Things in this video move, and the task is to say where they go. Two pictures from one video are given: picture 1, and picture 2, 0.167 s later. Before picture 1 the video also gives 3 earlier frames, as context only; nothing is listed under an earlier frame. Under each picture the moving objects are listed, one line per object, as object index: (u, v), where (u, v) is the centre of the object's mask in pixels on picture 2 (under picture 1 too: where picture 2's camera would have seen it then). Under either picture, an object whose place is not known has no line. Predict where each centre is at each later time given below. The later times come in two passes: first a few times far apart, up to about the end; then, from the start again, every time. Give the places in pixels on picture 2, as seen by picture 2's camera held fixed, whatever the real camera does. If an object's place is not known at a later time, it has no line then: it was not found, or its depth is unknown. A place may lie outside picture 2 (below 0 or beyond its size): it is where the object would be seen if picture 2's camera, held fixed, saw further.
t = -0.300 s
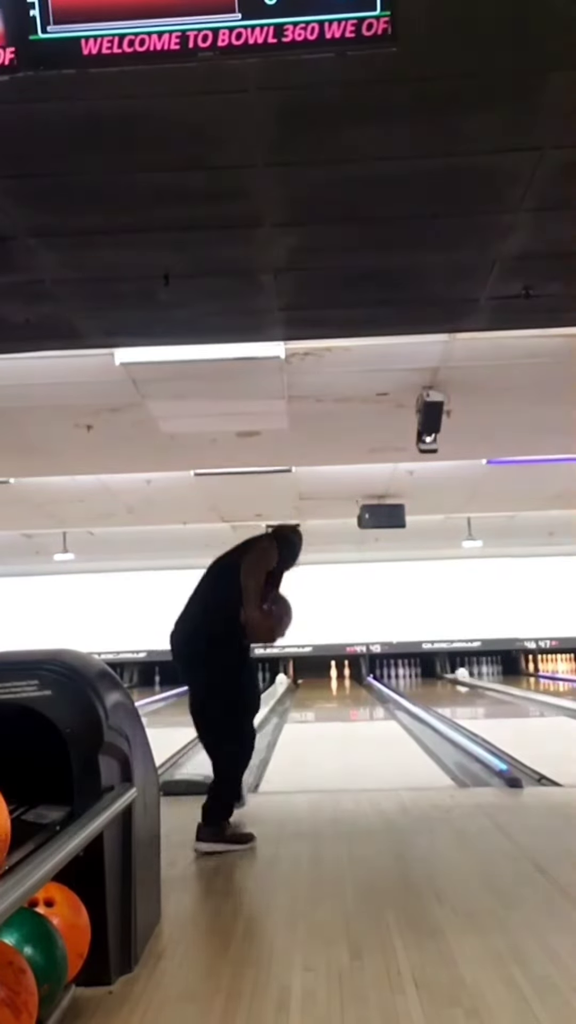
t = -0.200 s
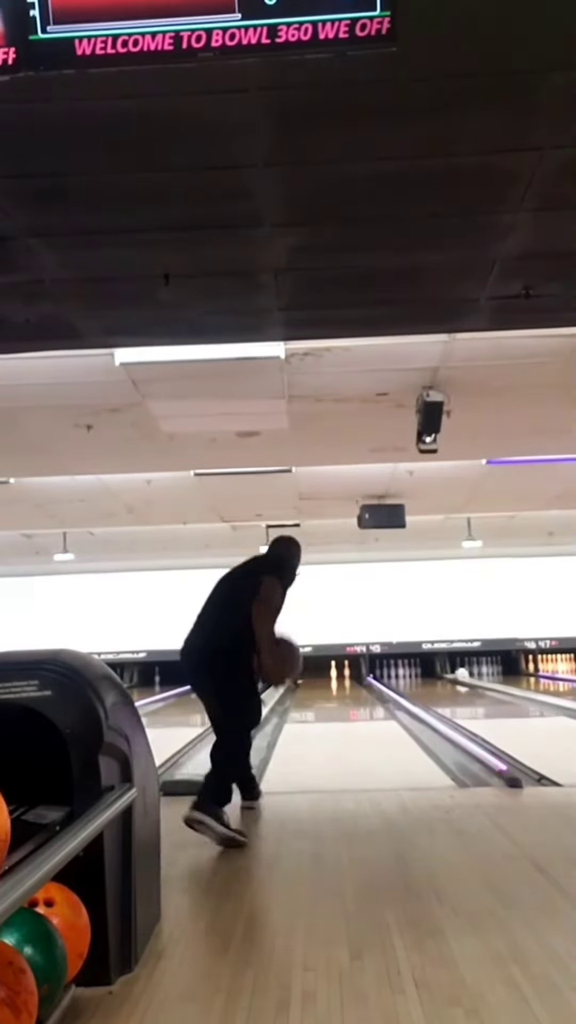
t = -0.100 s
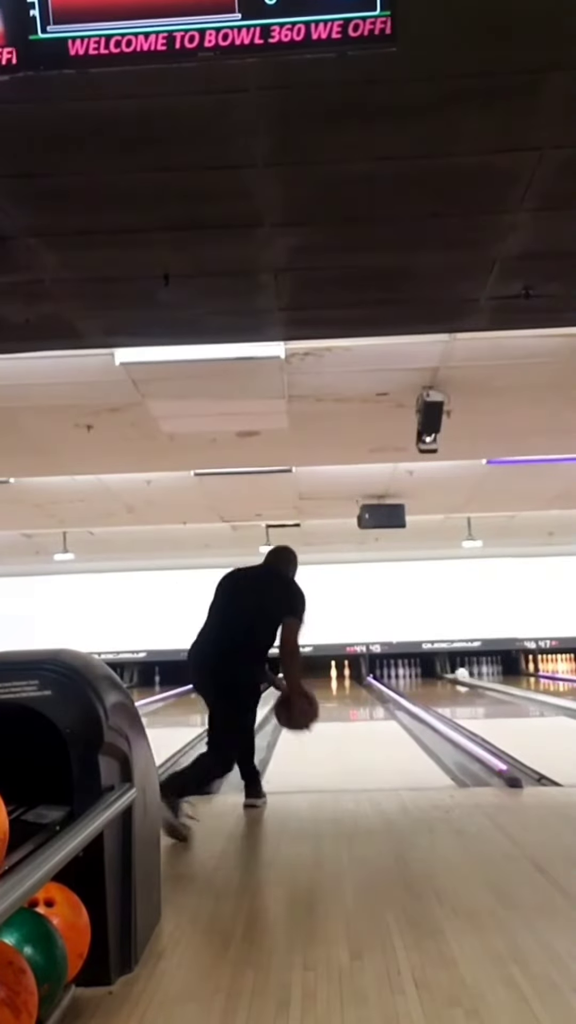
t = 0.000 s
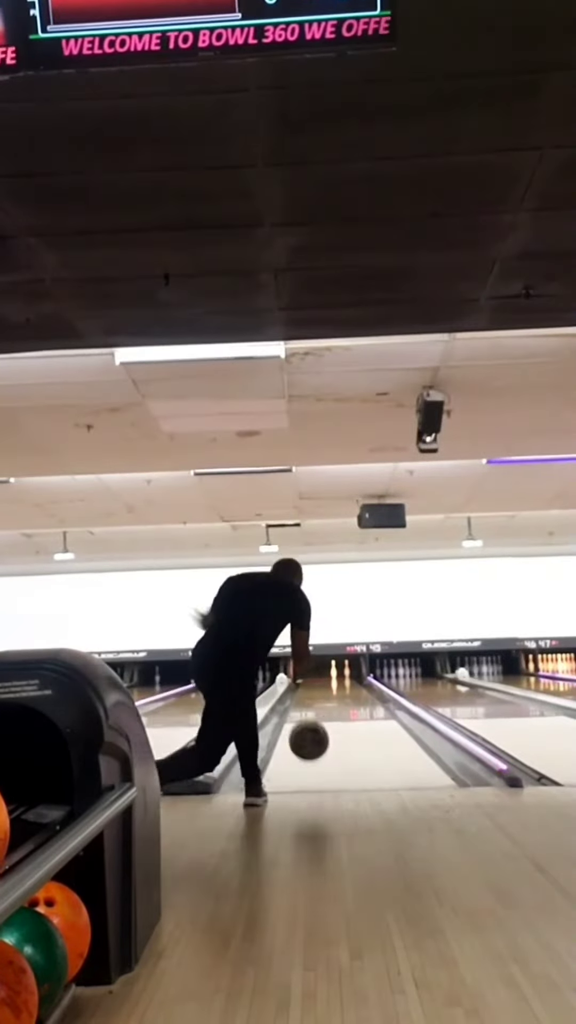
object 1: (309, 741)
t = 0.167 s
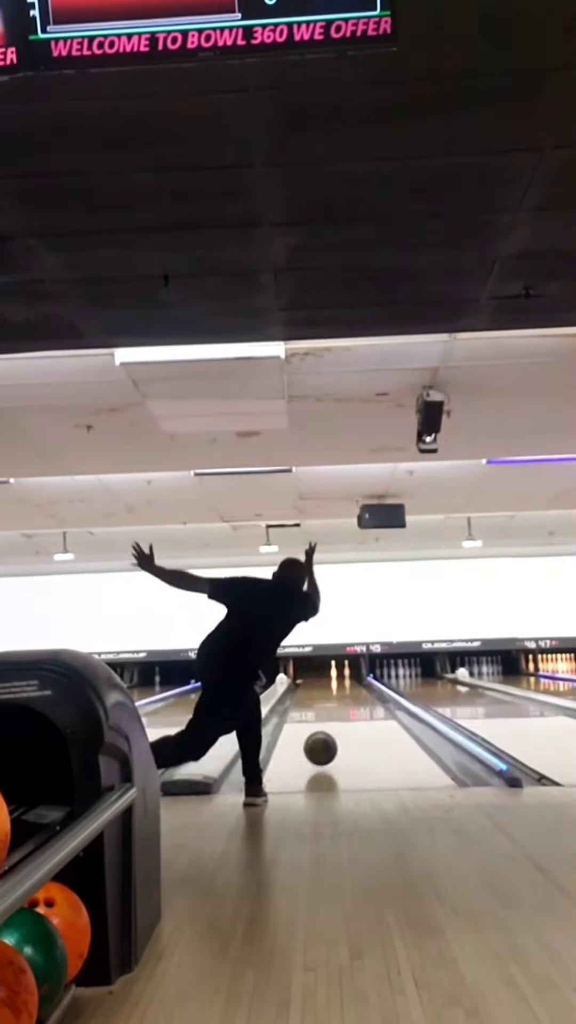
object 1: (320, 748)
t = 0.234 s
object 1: (324, 744)
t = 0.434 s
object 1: (332, 728)
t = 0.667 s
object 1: (338, 714)
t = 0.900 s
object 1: (342, 706)
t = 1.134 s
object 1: (345, 697)
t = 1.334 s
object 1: (346, 693)
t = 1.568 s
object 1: (347, 688)
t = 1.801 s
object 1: (349, 684)
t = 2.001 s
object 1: (349, 682)
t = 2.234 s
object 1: (349, 680)
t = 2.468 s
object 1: (346, 677)
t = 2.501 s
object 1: (346, 677)
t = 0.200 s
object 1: (322, 747)
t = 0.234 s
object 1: (324, 744)
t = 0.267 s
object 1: (325, 741)
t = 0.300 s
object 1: (327, 738)
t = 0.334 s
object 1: (328, 735)
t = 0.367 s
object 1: (329, 732)
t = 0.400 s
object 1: (330, 731)
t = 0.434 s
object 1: (332, 728)
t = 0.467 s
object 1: (333, 725)
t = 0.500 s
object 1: (334, 723)
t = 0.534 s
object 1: (335, 722)
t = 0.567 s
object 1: (336, 720)
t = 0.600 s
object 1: (337, 717)
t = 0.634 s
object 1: (337, 715)
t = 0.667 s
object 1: (338, 714)
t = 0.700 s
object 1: (339, 713)
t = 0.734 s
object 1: (339, 712)
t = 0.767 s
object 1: (340, 711)
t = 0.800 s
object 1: (340, 709)
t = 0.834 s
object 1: (341, 708)
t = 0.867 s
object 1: (342, 707)
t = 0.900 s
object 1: (342, 706)
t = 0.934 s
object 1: (342, 705)
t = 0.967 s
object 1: (343, 703)
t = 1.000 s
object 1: (343, 703)
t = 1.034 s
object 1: (344, 701)
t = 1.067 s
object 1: (344, 700)
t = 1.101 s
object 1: (345, 698)
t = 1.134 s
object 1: (345, 697)
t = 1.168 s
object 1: (345, 697)
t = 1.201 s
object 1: (345, 696)
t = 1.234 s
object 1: (345, 695)
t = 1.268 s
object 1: (346, 694)
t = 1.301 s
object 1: (346, 694)
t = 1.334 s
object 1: (346, 693)
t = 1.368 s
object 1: (346, 692)
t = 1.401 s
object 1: (347, 691)
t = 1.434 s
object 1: (347, 691)
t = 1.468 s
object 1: (347, 690)
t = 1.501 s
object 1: (347, 689)
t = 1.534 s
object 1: (347, 688)
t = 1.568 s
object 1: (347, 688)
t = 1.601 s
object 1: (347, 688)
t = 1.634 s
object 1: (347, 688)
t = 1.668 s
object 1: (348, 687)
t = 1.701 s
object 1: (348, 687)
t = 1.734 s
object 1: (349, 686)
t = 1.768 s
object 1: (348, 685)
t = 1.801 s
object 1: (349, 684)
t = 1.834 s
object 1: (349, 684)
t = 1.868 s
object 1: (349, 684)
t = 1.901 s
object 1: (349, 683)
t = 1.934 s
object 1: (349, 683)
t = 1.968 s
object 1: (349, 683)
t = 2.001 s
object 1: (349, 682)
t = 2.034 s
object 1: (350, 681)
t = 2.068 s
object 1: (349, 682)
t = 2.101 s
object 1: (349, 681)
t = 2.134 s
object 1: (349, 681)
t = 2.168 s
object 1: (349, 680)
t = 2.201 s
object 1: (349, 680)
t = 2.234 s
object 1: (349, 680)
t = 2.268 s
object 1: (349, 680)
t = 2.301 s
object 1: (349, 679)
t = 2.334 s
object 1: (348, 678)
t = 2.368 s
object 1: (347, 678)
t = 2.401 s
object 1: (347, 677)
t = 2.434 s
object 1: (347, 677)
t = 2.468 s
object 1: (346, 677)
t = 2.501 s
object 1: (346, 677)
